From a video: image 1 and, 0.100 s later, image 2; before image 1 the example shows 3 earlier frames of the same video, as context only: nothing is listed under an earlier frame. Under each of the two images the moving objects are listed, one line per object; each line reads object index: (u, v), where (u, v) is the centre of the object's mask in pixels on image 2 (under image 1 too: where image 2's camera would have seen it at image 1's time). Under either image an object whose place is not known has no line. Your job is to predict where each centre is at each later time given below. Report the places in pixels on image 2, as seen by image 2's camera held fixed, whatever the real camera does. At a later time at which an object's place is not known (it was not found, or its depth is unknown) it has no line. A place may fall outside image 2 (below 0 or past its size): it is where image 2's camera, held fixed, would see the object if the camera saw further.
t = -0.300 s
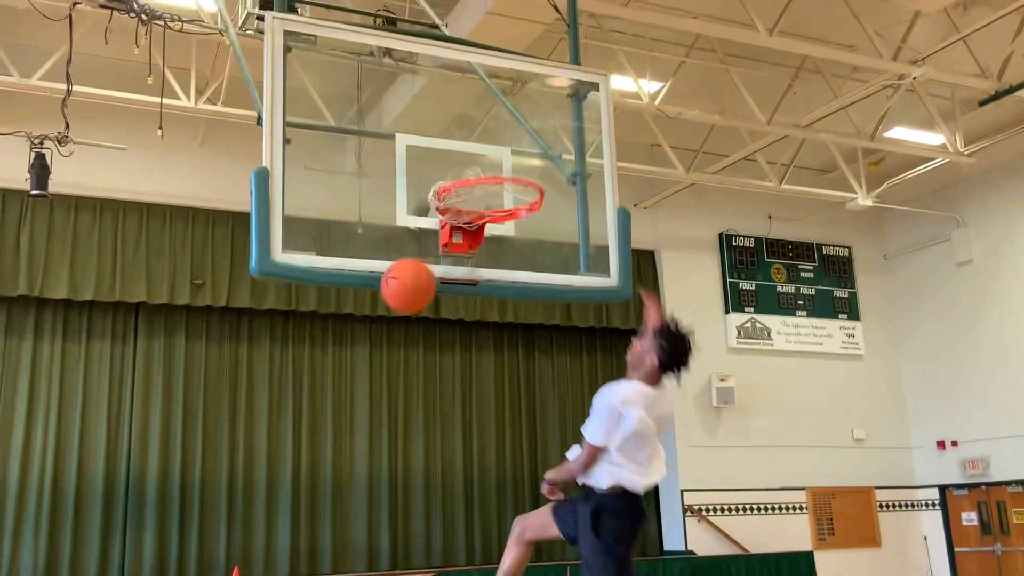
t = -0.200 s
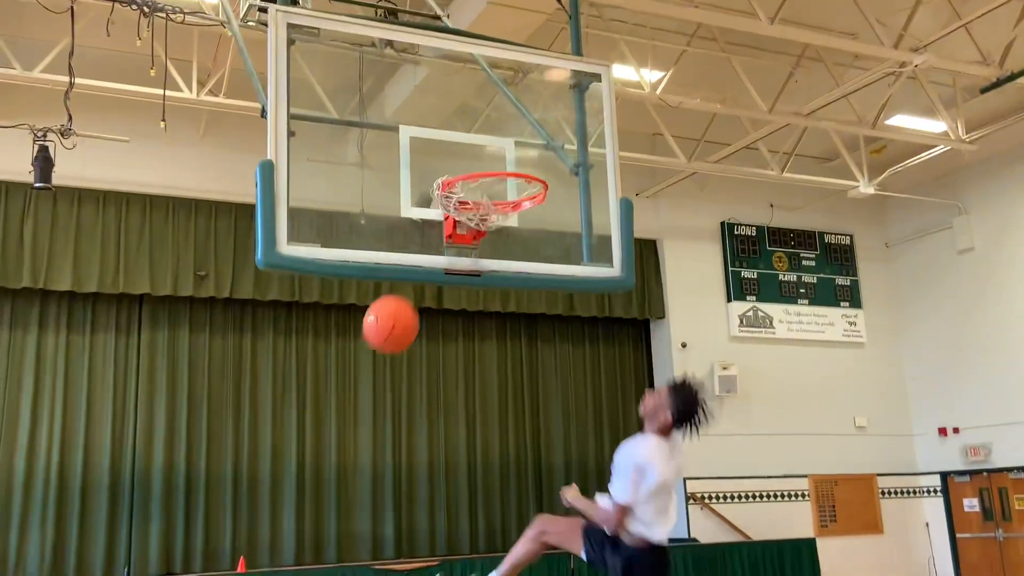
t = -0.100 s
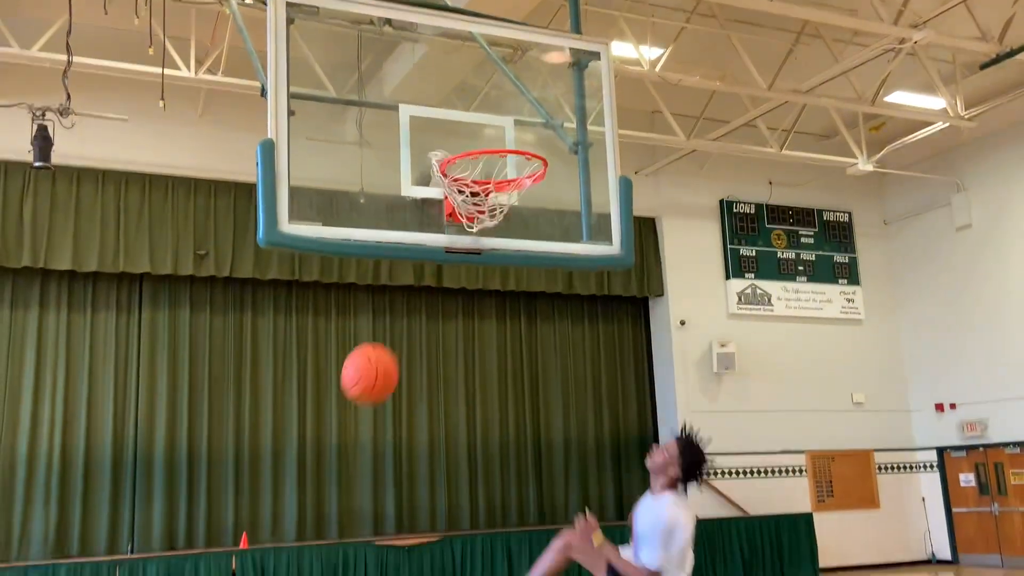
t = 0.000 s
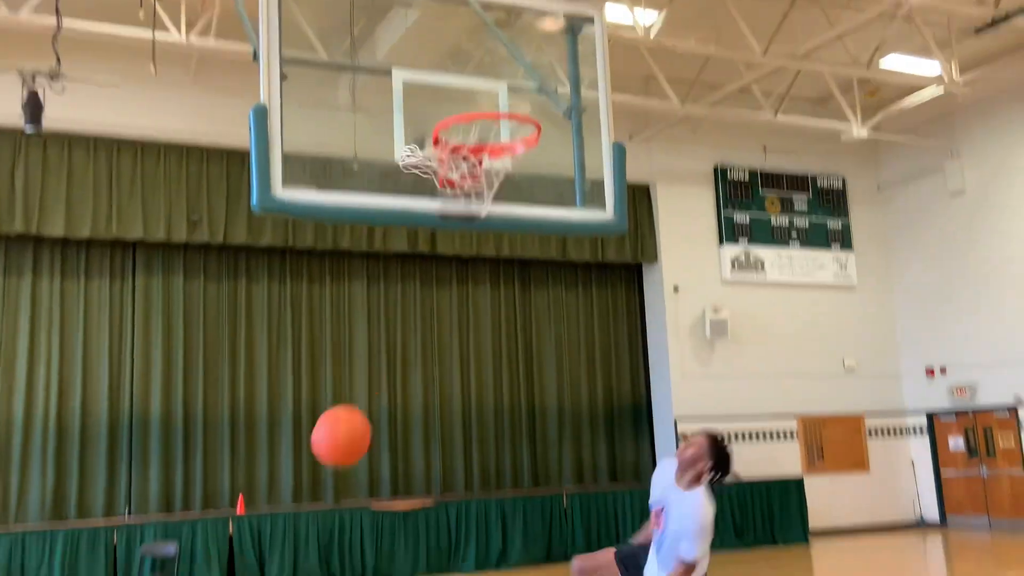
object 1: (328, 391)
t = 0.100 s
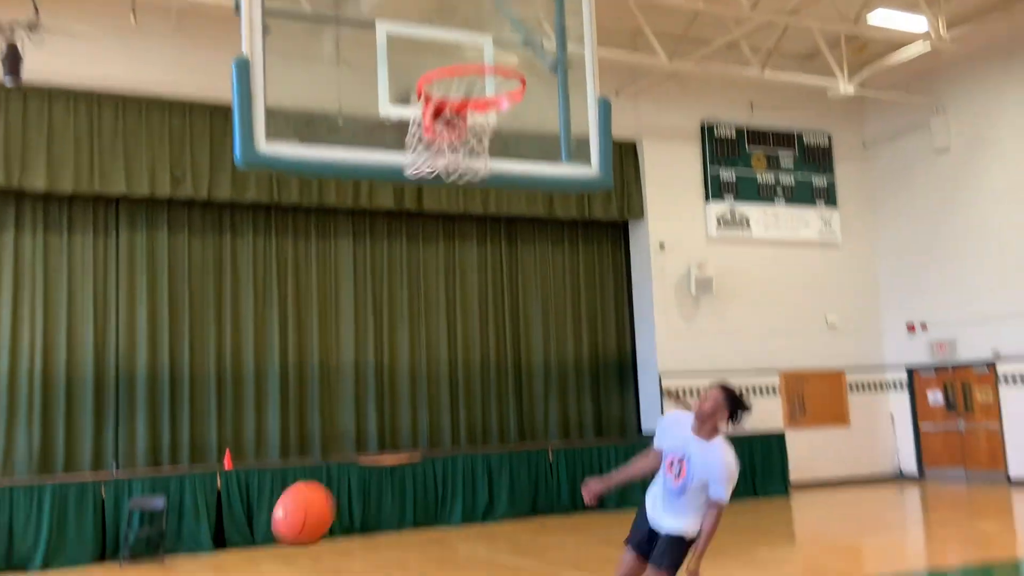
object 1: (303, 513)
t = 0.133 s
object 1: (295, 561)
